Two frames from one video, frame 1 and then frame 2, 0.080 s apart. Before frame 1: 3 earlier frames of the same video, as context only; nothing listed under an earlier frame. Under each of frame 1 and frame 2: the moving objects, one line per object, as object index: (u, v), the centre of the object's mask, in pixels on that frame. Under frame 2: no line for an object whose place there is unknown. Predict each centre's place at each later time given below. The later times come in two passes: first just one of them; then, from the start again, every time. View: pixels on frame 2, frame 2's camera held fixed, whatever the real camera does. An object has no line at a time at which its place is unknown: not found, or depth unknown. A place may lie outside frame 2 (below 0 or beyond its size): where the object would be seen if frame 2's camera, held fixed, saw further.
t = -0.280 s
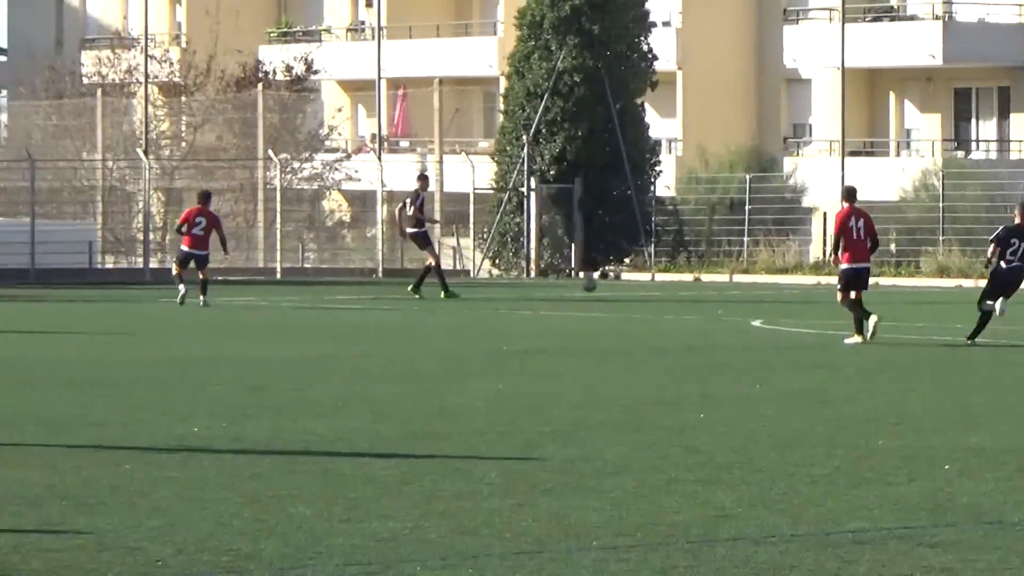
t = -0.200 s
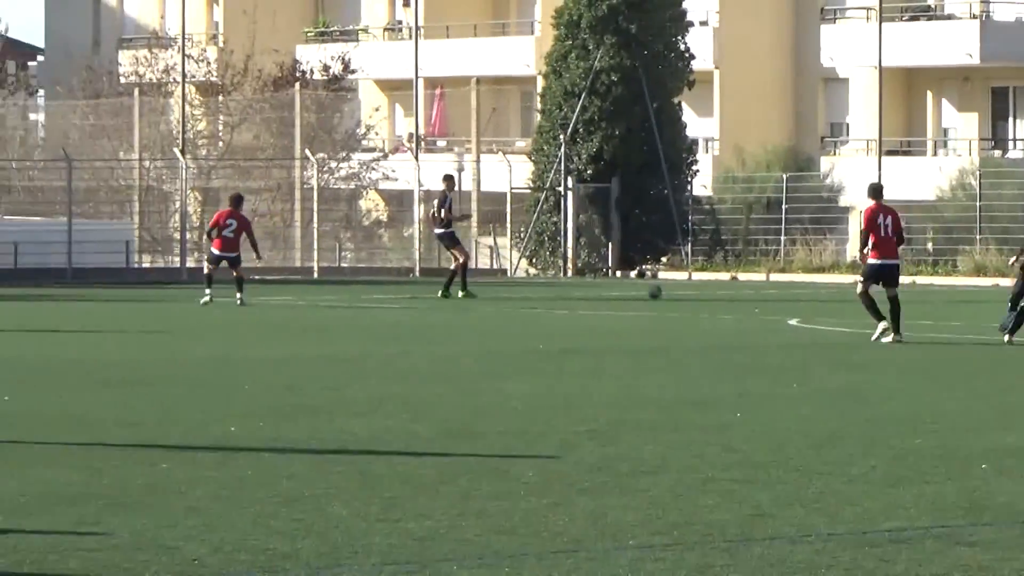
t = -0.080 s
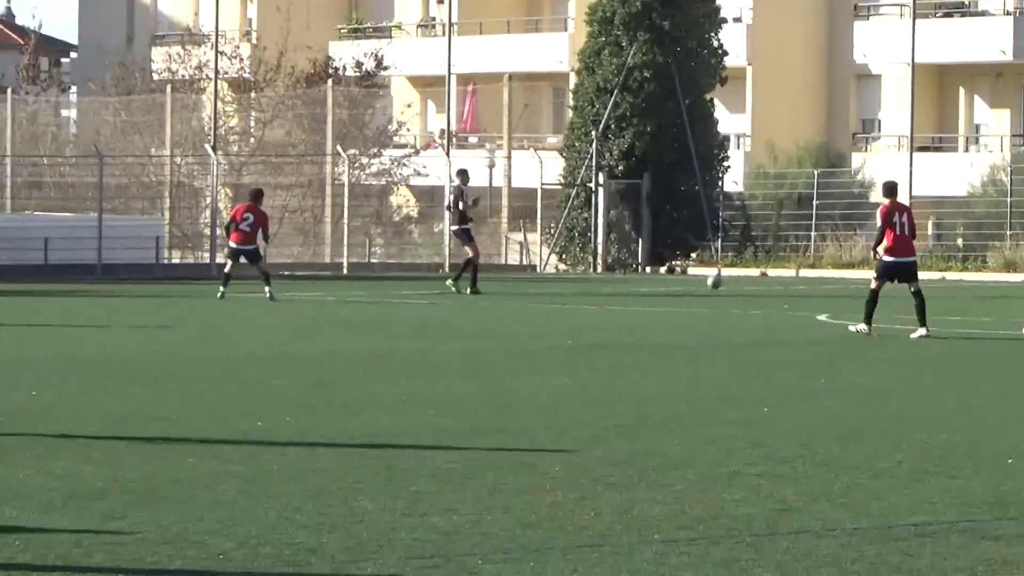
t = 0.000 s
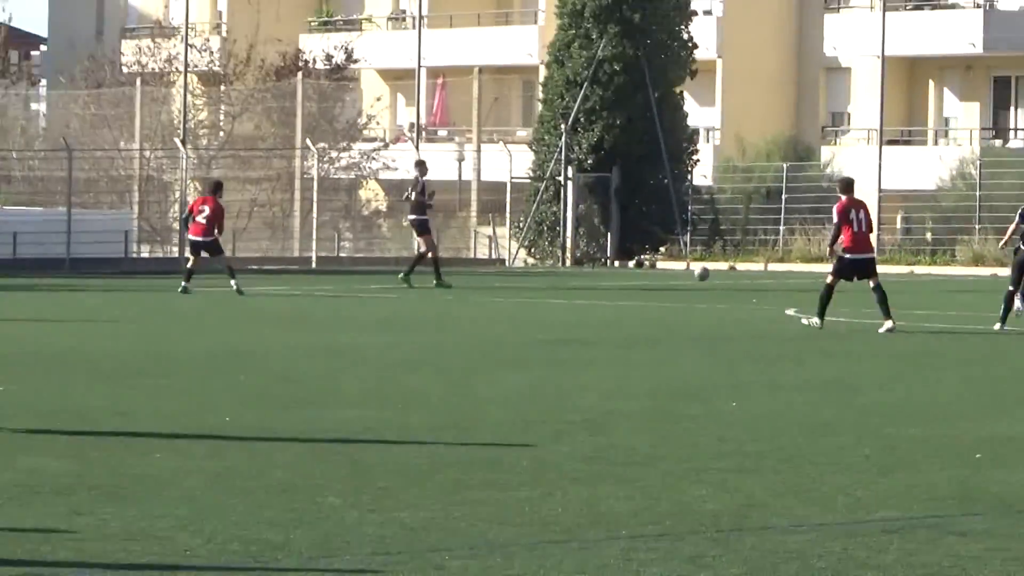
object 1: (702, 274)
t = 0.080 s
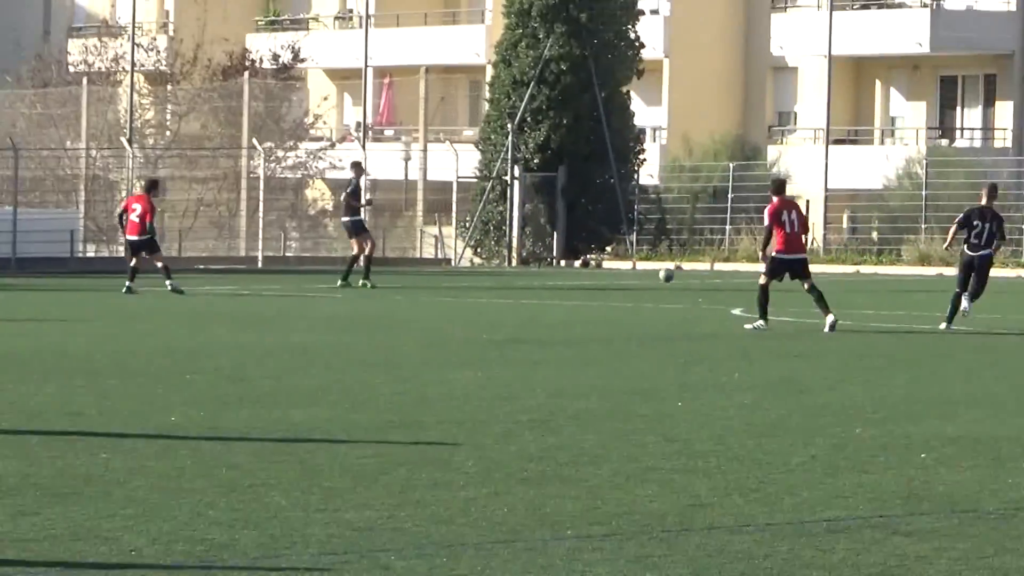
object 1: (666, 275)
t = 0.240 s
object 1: (702, 282)
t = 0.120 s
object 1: (676, 279)
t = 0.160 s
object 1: (689, 280)
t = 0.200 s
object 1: (701, 283)
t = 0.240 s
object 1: (702, 282)
